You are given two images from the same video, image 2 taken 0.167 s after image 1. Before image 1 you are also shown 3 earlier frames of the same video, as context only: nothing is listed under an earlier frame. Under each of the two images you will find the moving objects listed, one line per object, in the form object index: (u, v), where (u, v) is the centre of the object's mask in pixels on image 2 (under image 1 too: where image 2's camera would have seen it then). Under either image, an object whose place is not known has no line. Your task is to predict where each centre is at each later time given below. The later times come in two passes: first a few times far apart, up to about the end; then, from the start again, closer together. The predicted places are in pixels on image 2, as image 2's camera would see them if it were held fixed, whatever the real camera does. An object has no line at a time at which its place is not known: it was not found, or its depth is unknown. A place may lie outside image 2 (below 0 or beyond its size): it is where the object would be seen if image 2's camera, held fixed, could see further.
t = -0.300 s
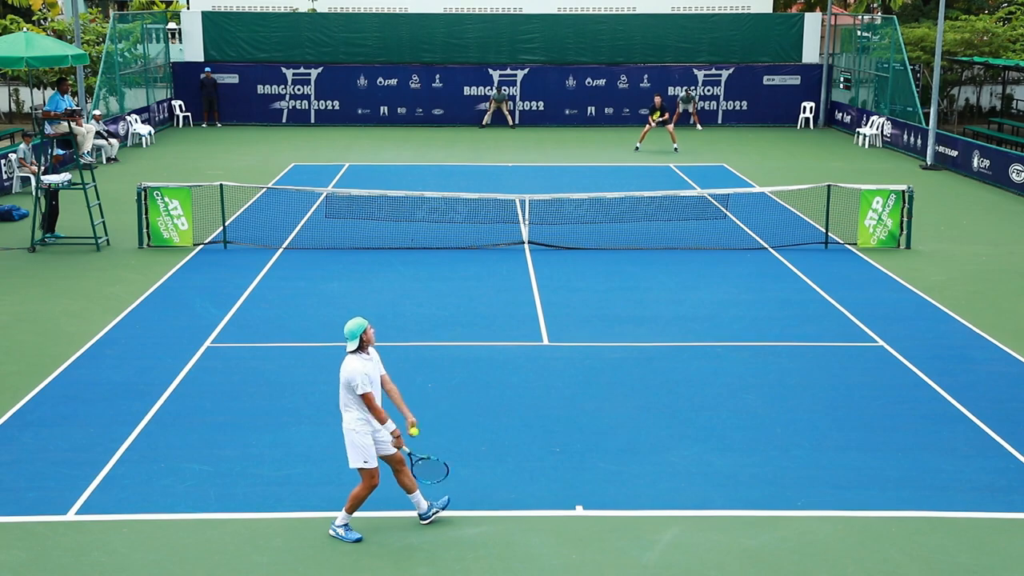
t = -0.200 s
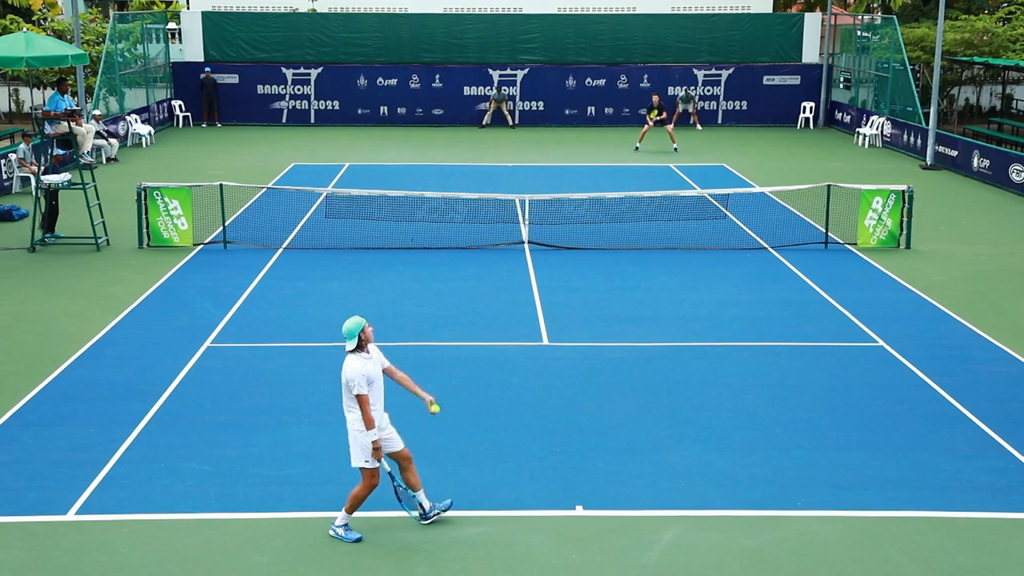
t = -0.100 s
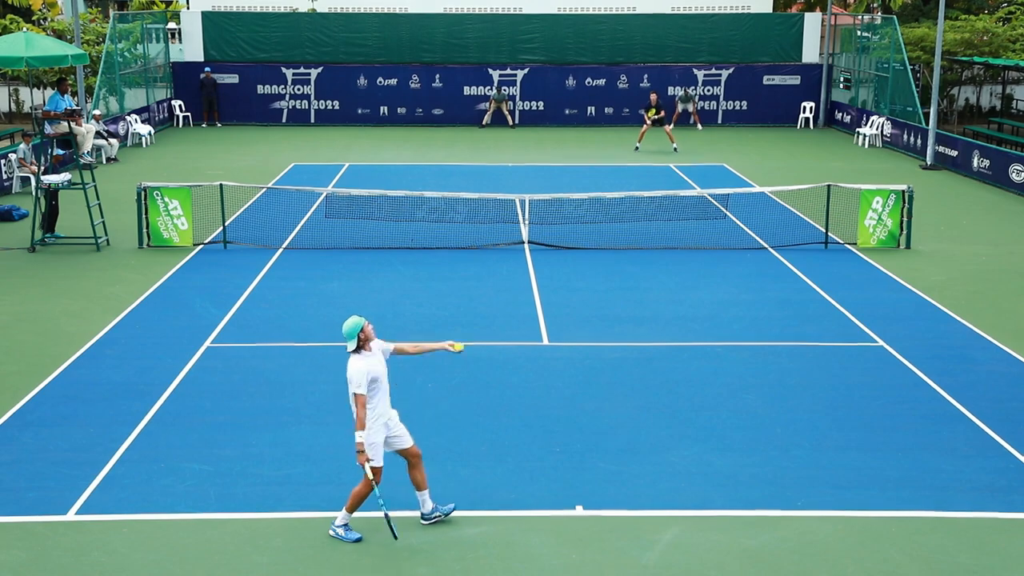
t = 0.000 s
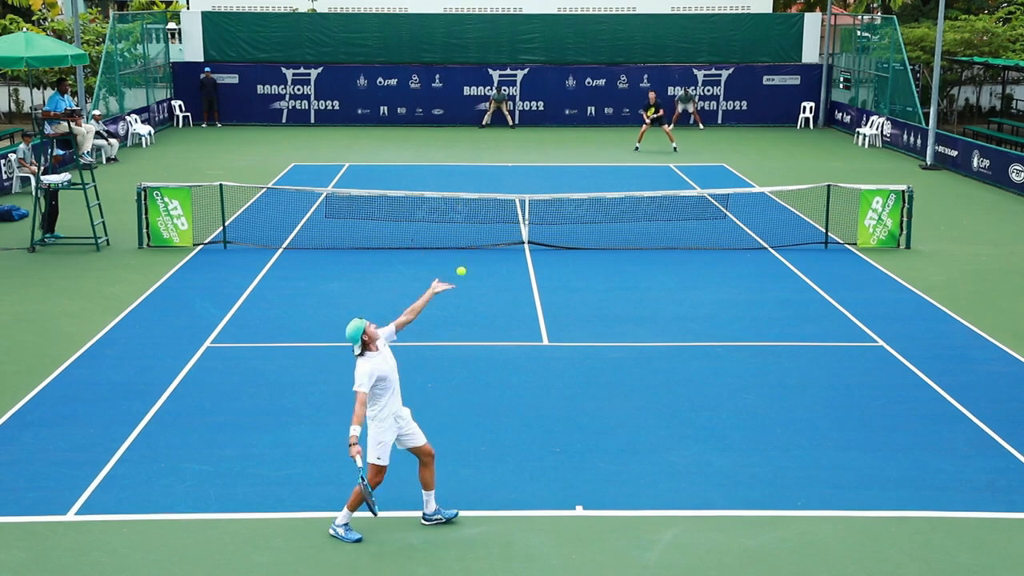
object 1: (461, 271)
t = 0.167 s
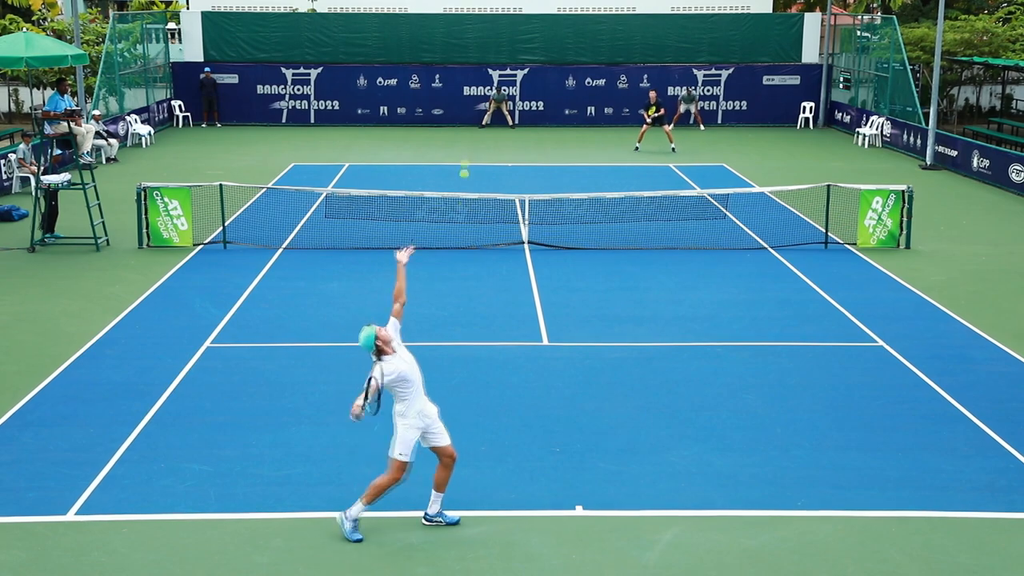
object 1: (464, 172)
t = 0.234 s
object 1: (466, 136)
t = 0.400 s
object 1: (469, 86)
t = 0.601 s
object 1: (474, 70)
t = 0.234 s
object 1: (466, 136)
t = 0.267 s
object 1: (466, 128)
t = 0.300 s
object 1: (467, 114)
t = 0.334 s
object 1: (468, 101)
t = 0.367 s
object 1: (468, 95)
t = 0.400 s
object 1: (469, 86)
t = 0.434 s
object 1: (470, 79)
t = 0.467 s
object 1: (471, 75)
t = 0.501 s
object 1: (471, 71)
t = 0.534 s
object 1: (472, 70)
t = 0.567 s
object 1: (473, 69)
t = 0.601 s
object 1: (474, 70)
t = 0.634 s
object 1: (475, 73)
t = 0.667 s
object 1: (476, 76)
